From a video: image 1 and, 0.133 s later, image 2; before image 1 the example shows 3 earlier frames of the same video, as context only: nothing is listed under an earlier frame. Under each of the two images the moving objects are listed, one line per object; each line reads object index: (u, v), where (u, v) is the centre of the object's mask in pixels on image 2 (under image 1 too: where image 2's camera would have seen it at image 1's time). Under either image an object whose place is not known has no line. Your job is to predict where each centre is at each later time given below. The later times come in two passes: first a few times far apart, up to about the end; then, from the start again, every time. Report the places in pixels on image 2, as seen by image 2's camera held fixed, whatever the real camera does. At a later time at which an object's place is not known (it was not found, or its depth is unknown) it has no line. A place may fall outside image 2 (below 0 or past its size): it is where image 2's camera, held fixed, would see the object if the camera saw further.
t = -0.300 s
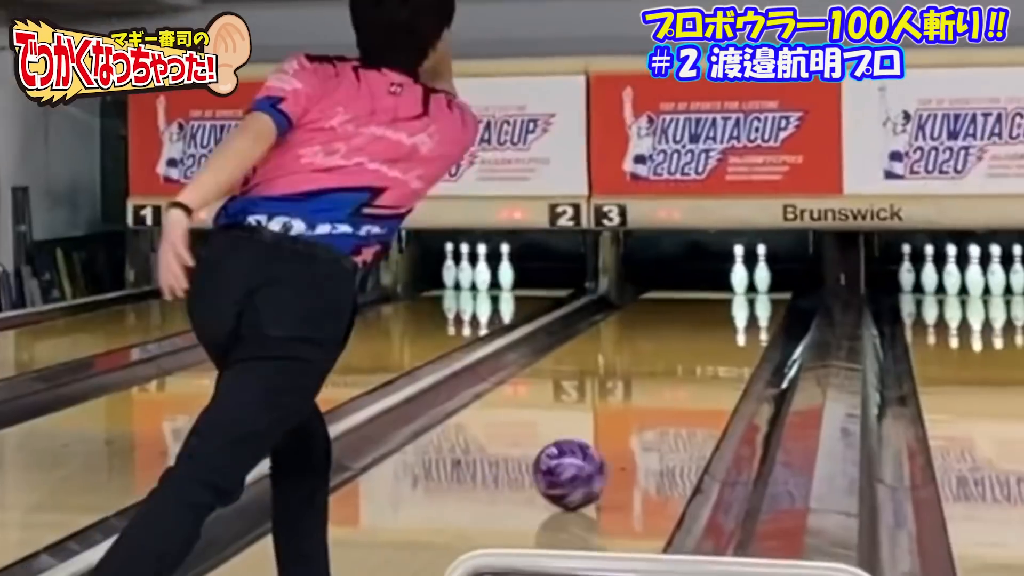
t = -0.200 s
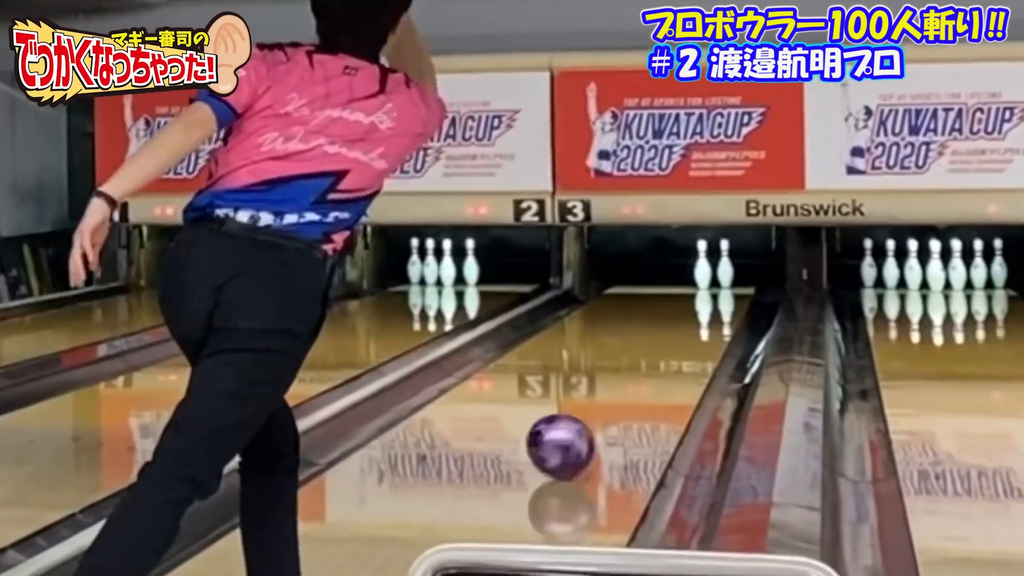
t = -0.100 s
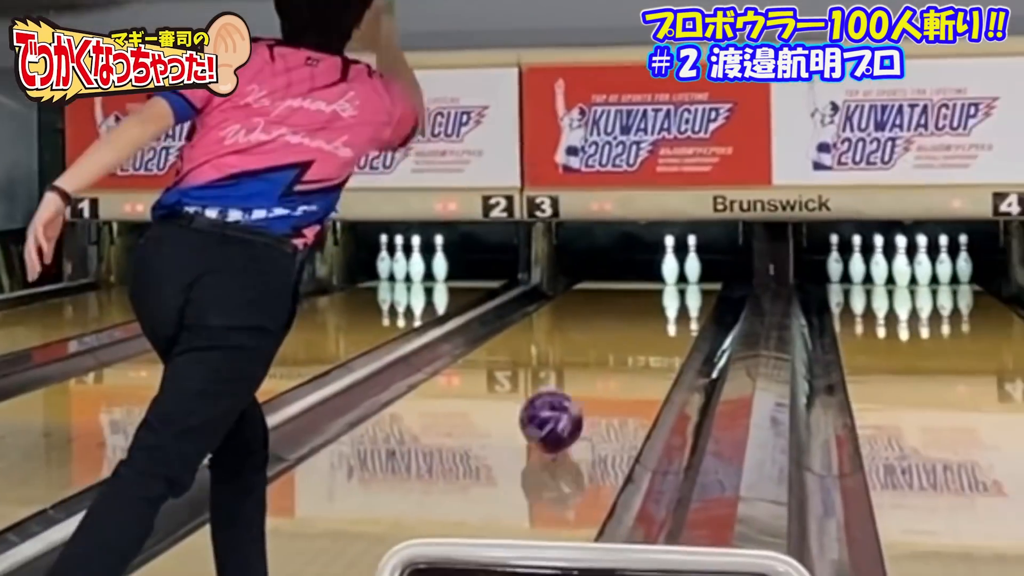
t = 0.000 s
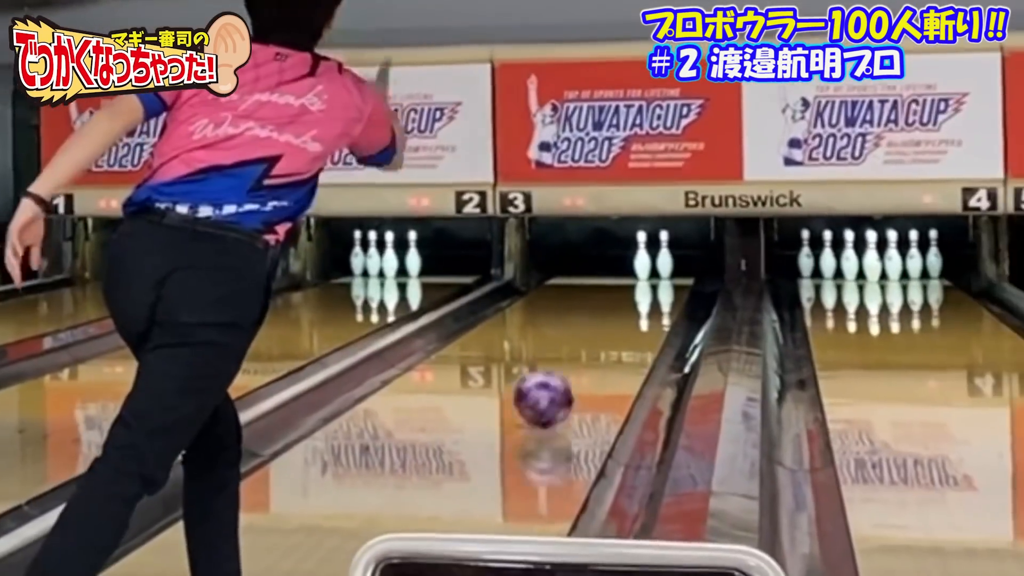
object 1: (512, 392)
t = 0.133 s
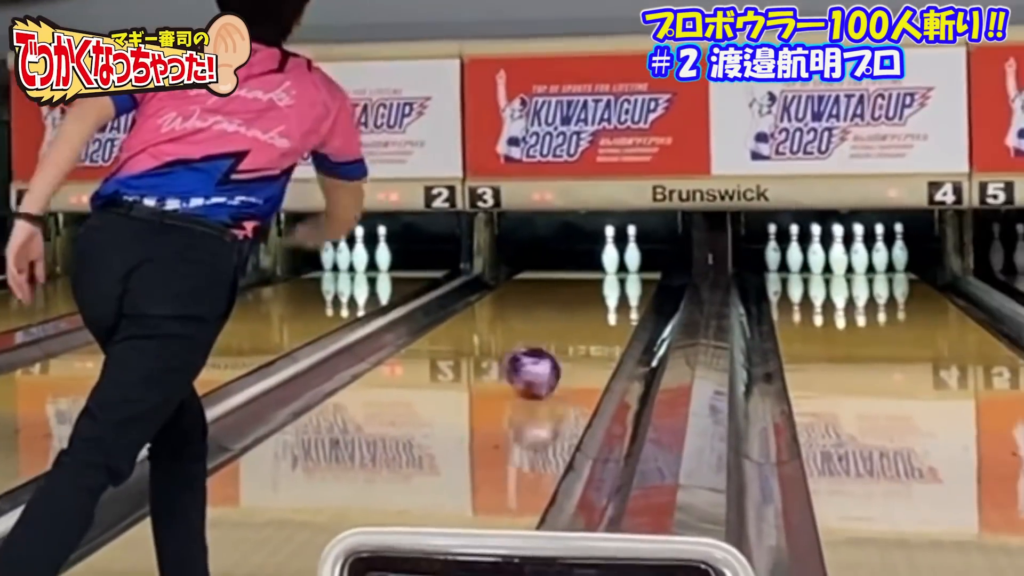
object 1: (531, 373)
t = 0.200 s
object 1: (542, 364)
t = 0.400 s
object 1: (565, 340)
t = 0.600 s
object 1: (581, 321)
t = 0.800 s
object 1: (593, 306)
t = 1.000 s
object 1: (605, 294)
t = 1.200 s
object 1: (611, 285)
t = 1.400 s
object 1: (613, 275)
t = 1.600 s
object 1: (612, 267)
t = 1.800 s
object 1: (609, 258)
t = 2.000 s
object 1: (597, 263)
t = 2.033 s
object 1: (598, 266)
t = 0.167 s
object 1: (537, 368)
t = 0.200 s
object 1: (542, 364)
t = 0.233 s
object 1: (546, 359)
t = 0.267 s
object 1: (550, 355)
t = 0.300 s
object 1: (554, 352)
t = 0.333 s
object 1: (558, 347)
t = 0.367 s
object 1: (561, 345)
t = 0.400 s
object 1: (565, 340)
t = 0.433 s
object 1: (568, 336)
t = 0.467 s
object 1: (571, 334)
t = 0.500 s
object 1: (573, 331)
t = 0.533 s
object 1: (577, 327)
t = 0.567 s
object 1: (579, 325)
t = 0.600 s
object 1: (581, 321)
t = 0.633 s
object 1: (584, 318)
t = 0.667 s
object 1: (587, 315)
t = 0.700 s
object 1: (589, 313)
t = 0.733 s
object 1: (590, 311)
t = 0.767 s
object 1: (592, 308)
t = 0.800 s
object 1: (593, 306)
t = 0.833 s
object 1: (595, 304)
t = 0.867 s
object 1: (598, 302)
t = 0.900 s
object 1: (599, 300)
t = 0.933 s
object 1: (601, 297)
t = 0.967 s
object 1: (603, 295)
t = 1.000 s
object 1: (605, 294)
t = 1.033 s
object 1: (606, 292)
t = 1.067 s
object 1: (606, 290)
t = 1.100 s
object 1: (608, 288)
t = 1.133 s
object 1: (610, 287)
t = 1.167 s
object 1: (611, 286)
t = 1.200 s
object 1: (611, 285)
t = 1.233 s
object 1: (611, 283)
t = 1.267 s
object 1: (611, 280)
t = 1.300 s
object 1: (612, 278)
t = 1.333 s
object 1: (612, 278)
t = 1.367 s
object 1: (612, 276)
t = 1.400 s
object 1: (613, 275)
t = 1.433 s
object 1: (613, 273)
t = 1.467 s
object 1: (613, 272)
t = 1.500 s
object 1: (613, 271)
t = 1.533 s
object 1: (614, 269)
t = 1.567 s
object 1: (613, 267)
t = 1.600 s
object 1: (612, 267)
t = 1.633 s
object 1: (612, 265)
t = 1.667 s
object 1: (611, 264)
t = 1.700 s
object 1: (610, 262)
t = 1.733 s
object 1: (610, 260)
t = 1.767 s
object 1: (610, 258)
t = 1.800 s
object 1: (609, 258)
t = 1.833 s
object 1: (609, 258)
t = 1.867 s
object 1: (607, 258)
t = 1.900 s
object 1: (606, 258)
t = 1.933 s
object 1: (606, 257)
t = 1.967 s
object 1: (604, 260)
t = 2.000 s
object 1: (597, 263)
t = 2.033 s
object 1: (598, 266)
